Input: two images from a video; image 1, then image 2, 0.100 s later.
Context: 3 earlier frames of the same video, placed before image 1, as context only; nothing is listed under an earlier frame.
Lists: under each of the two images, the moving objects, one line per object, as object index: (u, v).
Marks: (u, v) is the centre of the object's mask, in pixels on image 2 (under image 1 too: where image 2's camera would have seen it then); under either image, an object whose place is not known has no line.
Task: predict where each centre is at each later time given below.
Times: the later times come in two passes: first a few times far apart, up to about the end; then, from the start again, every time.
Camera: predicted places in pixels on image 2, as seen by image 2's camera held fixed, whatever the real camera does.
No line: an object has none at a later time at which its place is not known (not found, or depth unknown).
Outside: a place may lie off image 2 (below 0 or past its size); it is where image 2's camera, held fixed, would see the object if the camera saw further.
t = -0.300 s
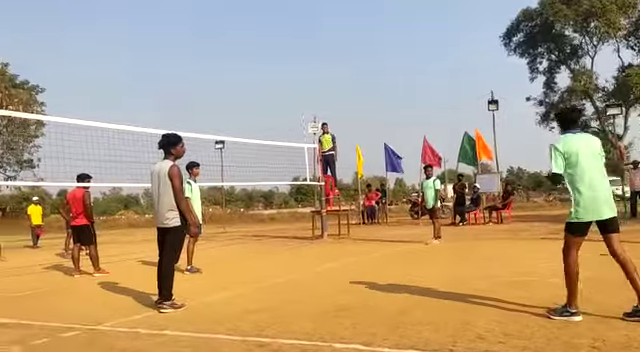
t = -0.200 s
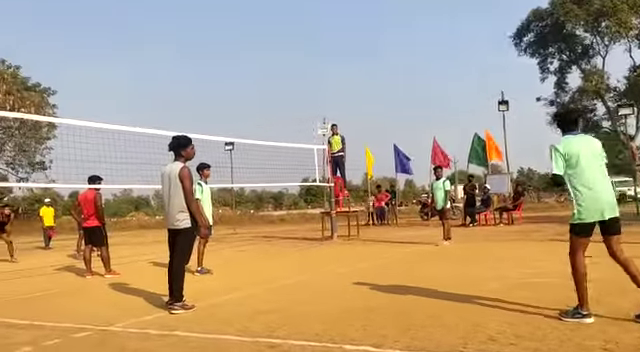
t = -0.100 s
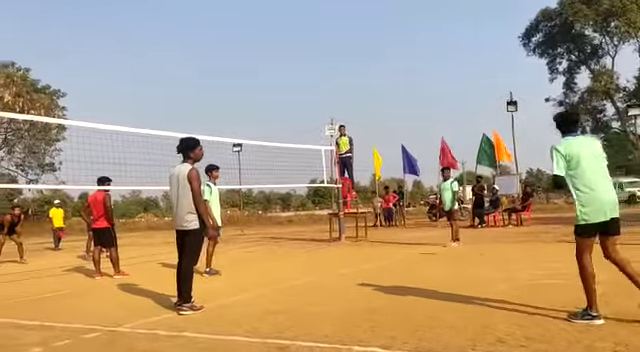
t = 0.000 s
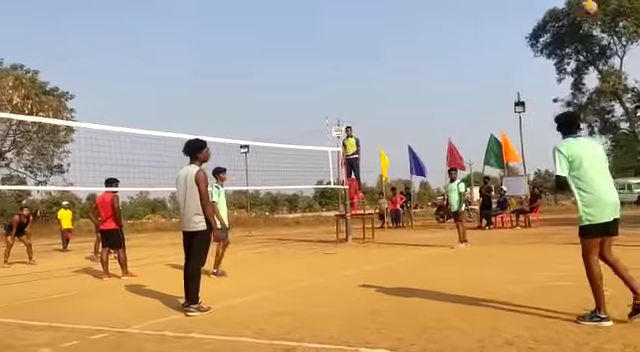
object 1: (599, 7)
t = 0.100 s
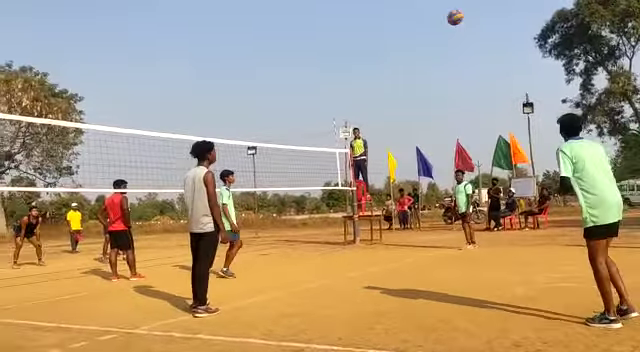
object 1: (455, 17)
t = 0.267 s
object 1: (287, 45)
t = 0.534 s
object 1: (112, 113)
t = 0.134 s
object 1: (415, 21)
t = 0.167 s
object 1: (379, 26)
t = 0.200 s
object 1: (345, 32)
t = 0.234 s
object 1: (315, 38)
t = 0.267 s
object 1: (287, 45)
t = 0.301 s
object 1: (260, 52)
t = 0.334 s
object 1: (235, 59)
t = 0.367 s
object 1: (211, 67)
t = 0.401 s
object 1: (189, 76)
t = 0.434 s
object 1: (169, 84)
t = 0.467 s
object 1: (149, 94)
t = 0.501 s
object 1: (130, 103)
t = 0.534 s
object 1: (112, 113)
